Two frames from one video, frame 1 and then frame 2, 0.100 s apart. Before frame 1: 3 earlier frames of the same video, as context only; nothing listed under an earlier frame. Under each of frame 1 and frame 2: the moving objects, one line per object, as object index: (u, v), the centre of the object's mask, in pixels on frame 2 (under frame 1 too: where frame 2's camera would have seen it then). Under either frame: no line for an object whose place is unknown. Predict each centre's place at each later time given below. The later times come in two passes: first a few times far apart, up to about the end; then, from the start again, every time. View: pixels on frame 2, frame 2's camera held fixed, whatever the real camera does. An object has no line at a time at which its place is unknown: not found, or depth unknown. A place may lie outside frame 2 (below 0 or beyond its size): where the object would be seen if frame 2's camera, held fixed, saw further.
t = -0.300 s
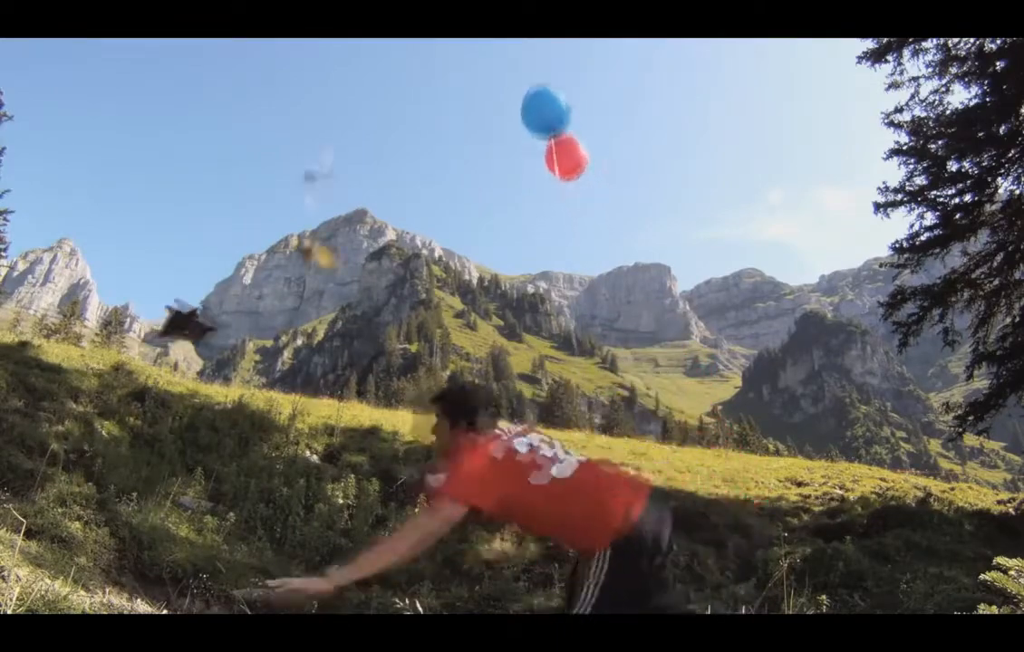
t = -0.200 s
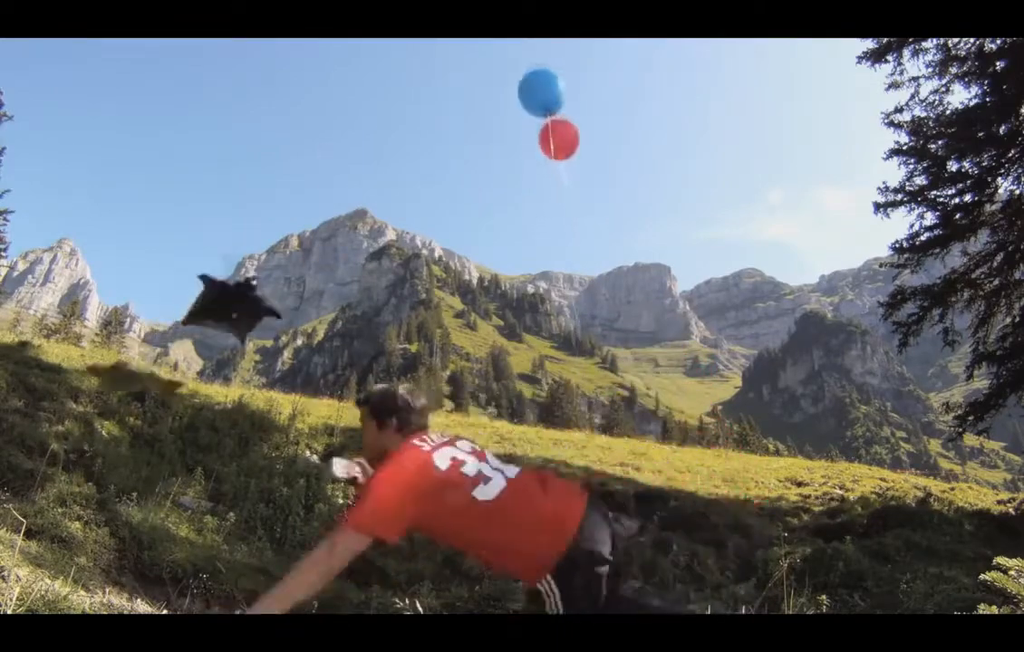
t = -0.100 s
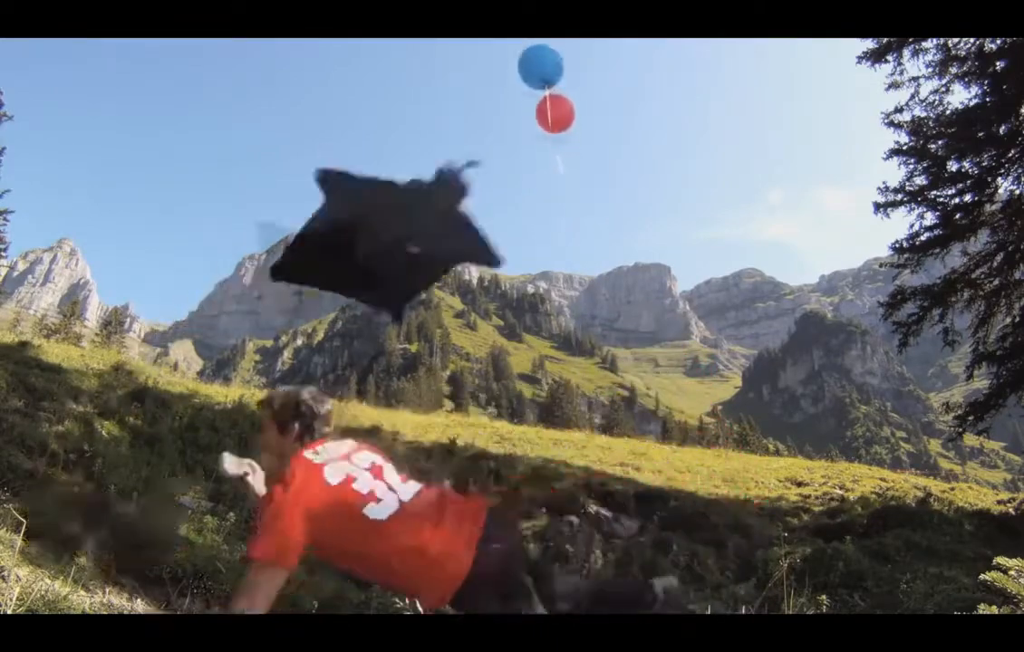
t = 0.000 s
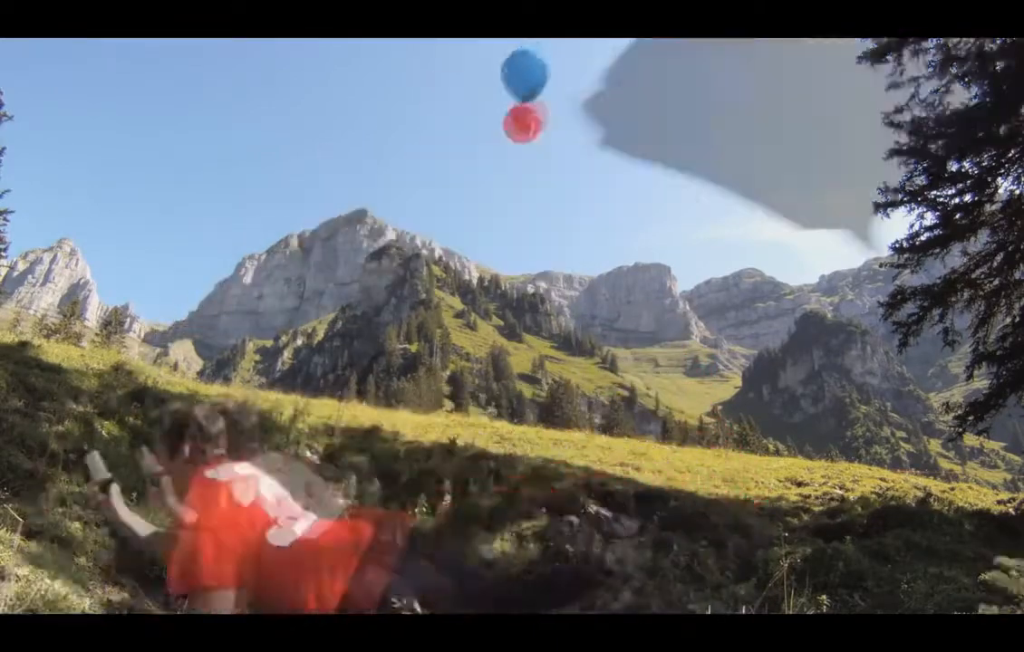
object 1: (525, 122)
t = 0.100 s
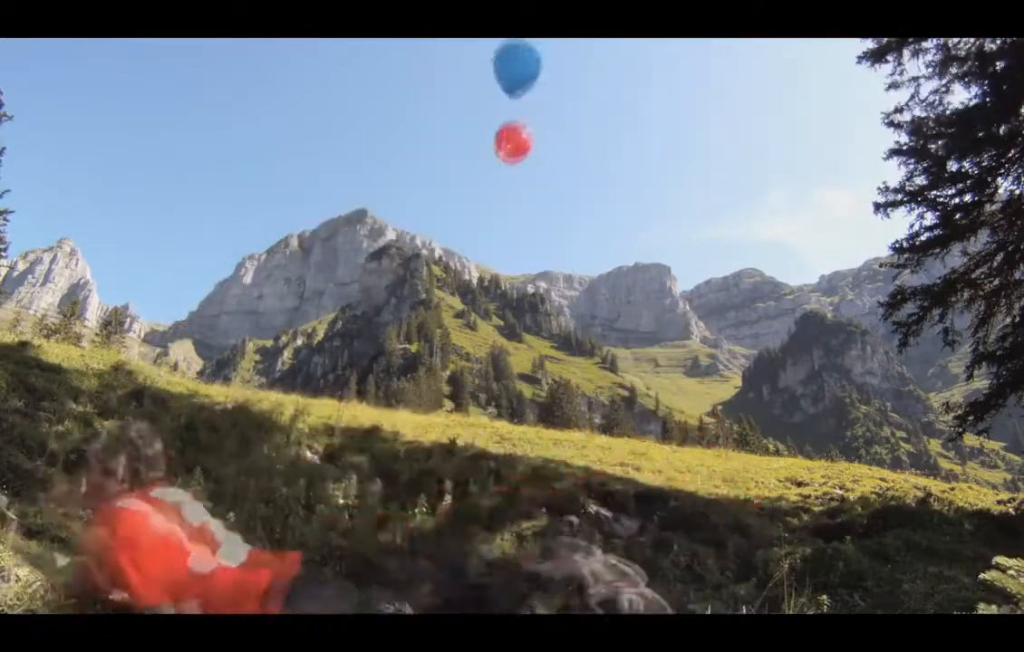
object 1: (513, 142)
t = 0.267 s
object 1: (524, 161)
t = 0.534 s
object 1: (559, 148)
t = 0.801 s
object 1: (575, 116)
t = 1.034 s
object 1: (572, 87)
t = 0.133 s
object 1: (512, 147)
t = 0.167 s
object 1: (513, 152)
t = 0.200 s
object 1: (516, 156)
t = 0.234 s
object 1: (520, 158)
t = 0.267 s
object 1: (524, 161)
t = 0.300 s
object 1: (530, 161)
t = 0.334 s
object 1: (535, 161)
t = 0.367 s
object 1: (540, 160)
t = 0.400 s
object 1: (544, 159)
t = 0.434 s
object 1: (548, 157)
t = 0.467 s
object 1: (552, 155)
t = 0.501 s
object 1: (555, 151)
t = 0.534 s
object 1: (559, 148)
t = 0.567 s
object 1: (562, 144)
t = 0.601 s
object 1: (564, 140)
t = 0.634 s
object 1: (567, 136)
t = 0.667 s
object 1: (569, 132)
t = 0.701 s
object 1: (571, 129)
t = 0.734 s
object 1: (573, 125)
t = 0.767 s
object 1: (574, 121)
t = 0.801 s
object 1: (575, 116)
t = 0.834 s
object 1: (576, 111)
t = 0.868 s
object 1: (576, 107)
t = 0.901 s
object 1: (576, 103)
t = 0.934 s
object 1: (575, 99)
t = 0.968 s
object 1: (575, 94)
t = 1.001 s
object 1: (574, 91)
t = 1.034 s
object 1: (572, 87)
